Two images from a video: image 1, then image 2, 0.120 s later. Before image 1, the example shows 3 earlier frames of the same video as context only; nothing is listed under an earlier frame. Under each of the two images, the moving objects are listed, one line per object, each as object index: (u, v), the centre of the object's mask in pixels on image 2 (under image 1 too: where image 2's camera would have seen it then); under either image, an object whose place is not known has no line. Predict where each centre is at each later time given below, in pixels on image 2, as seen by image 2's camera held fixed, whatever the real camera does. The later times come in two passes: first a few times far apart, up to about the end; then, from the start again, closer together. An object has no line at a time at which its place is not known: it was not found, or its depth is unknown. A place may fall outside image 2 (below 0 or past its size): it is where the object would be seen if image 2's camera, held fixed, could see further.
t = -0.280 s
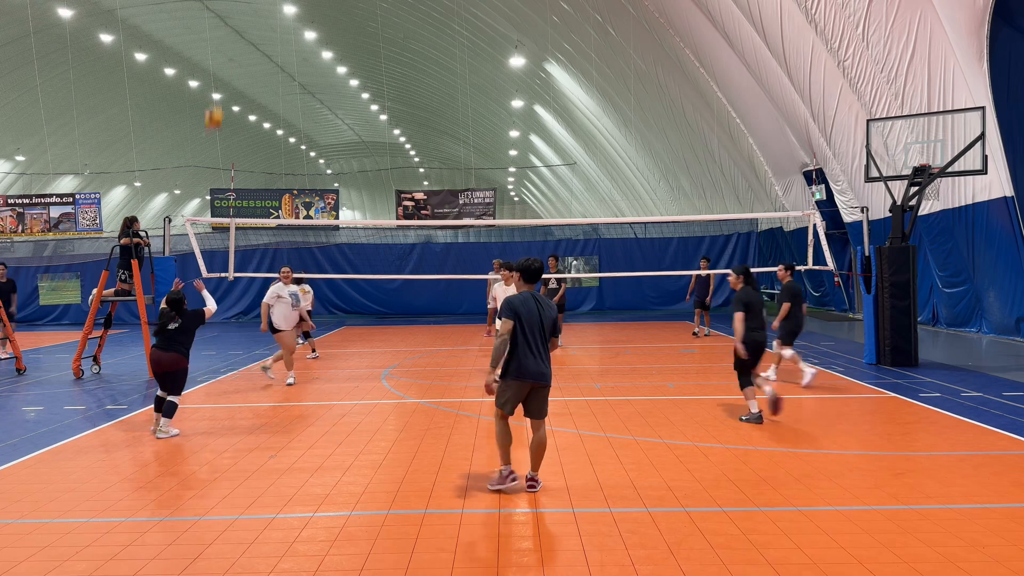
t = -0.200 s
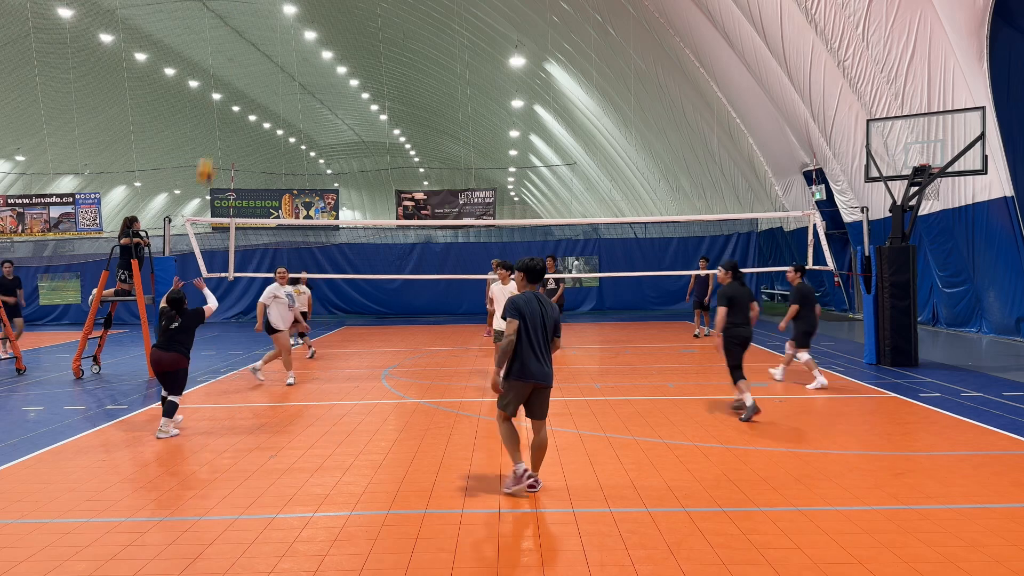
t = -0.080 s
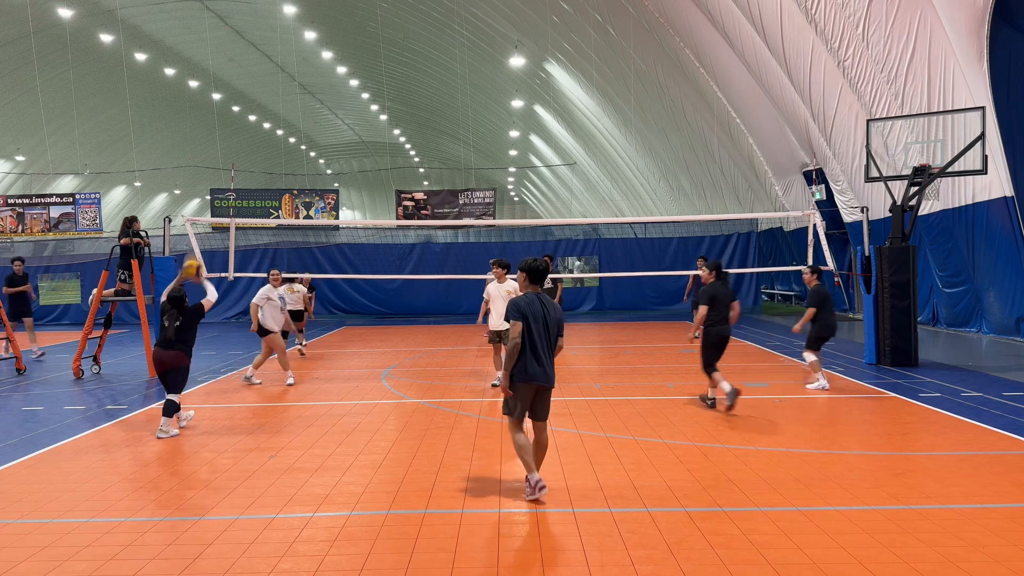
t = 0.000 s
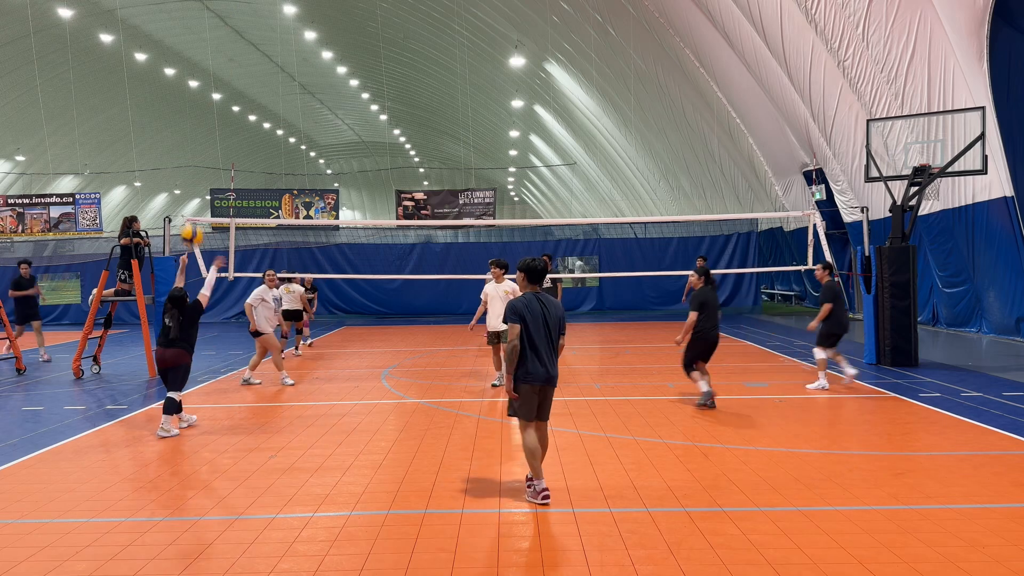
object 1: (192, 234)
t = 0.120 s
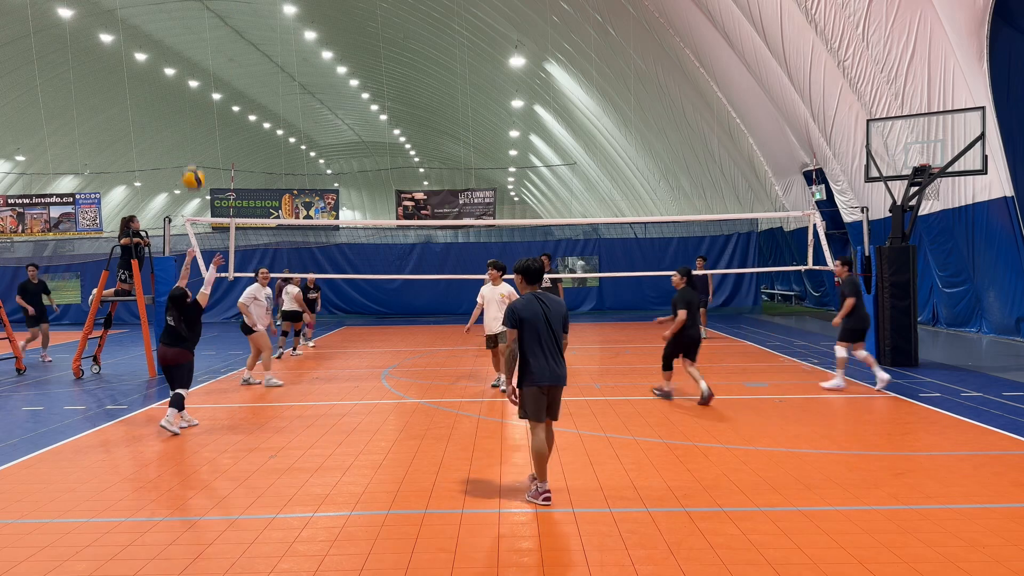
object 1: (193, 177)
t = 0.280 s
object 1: (196, 121)
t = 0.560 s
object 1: (202, 85)
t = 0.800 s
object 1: (211, 117)
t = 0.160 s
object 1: (194, 161)
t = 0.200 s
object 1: (195, 146)
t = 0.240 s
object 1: (195, 132)
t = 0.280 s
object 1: (196, 121)
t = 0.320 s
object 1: (197, 111)
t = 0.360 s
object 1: (198, 101)
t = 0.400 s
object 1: (197, 90)
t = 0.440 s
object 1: (201, 86)
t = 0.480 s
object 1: (201, 86)
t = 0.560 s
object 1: (202, 85)
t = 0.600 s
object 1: (203, 85)
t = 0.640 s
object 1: (204, 87)
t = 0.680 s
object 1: (206, 91)
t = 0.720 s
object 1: (207, 97)
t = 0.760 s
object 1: (210, 106)
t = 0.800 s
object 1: (211, 117)
